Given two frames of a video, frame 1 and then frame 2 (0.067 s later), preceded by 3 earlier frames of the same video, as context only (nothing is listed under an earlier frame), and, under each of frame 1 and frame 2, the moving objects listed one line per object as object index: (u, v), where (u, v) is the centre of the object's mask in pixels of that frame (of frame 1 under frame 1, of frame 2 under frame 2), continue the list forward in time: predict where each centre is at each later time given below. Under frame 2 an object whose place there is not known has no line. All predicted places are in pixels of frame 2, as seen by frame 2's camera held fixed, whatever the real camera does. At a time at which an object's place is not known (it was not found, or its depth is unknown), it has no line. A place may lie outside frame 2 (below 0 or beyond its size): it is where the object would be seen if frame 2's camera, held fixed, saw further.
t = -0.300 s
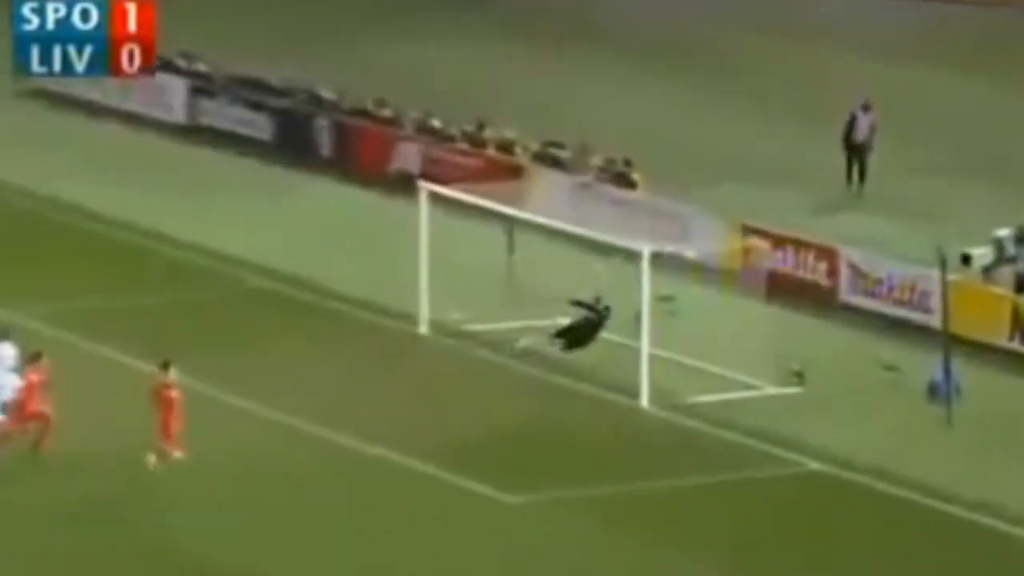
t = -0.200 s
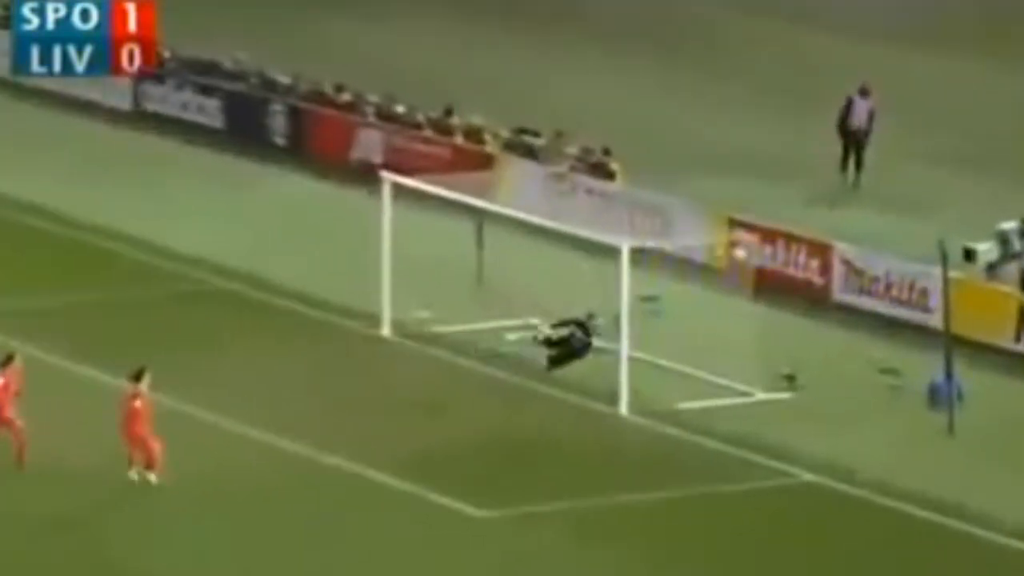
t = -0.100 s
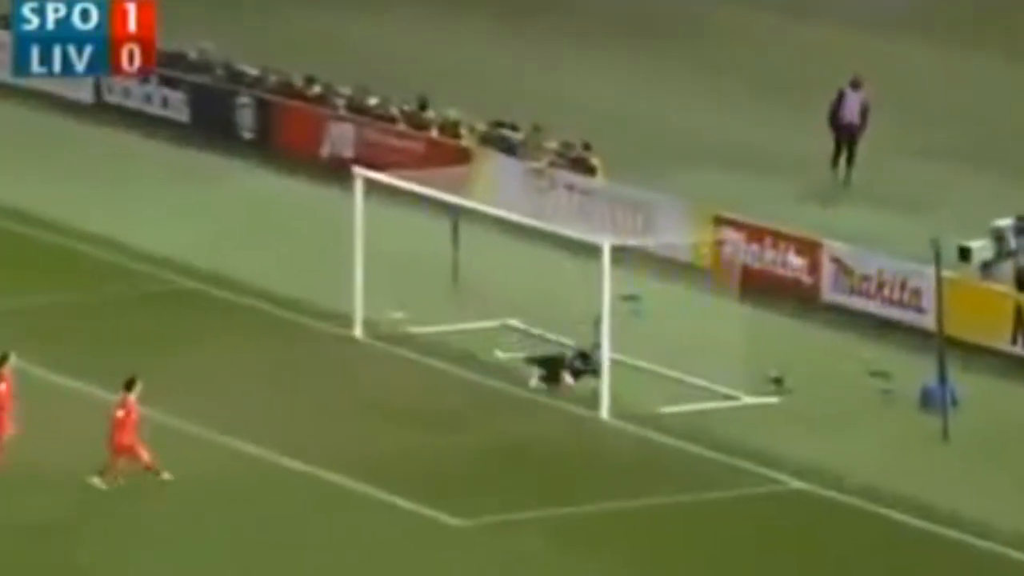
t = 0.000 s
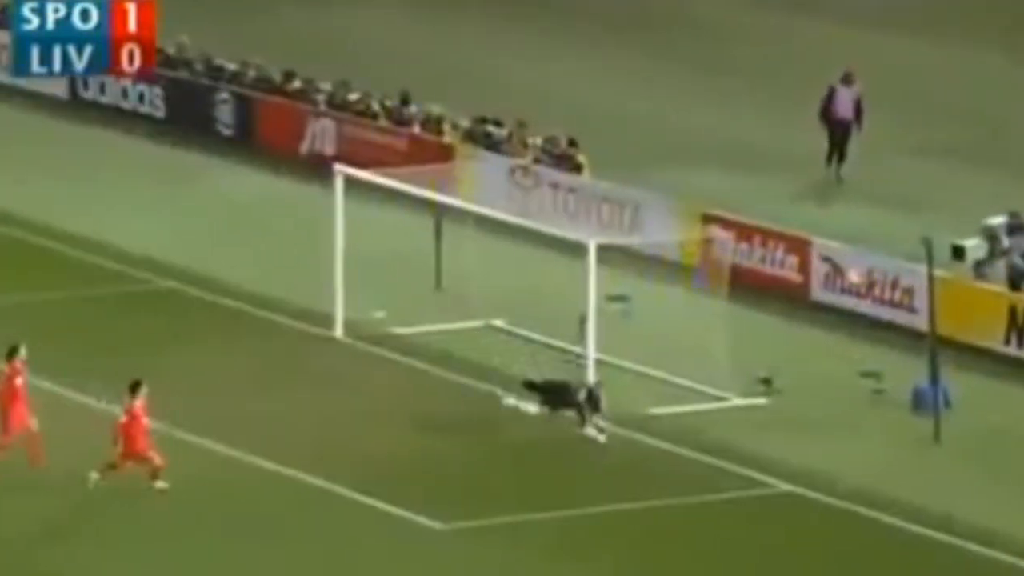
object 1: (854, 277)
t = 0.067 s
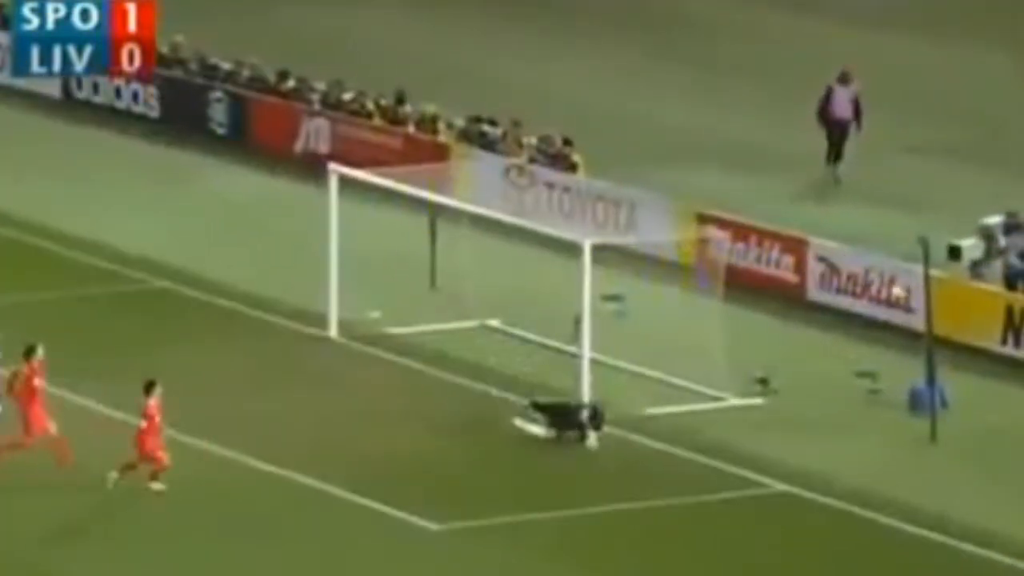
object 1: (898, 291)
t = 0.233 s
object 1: (1015, 341)
